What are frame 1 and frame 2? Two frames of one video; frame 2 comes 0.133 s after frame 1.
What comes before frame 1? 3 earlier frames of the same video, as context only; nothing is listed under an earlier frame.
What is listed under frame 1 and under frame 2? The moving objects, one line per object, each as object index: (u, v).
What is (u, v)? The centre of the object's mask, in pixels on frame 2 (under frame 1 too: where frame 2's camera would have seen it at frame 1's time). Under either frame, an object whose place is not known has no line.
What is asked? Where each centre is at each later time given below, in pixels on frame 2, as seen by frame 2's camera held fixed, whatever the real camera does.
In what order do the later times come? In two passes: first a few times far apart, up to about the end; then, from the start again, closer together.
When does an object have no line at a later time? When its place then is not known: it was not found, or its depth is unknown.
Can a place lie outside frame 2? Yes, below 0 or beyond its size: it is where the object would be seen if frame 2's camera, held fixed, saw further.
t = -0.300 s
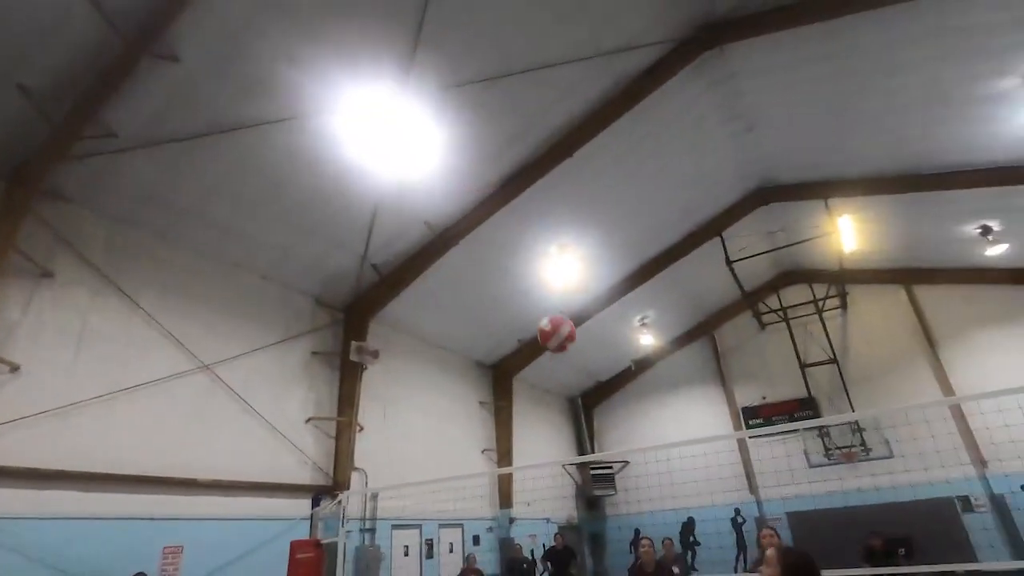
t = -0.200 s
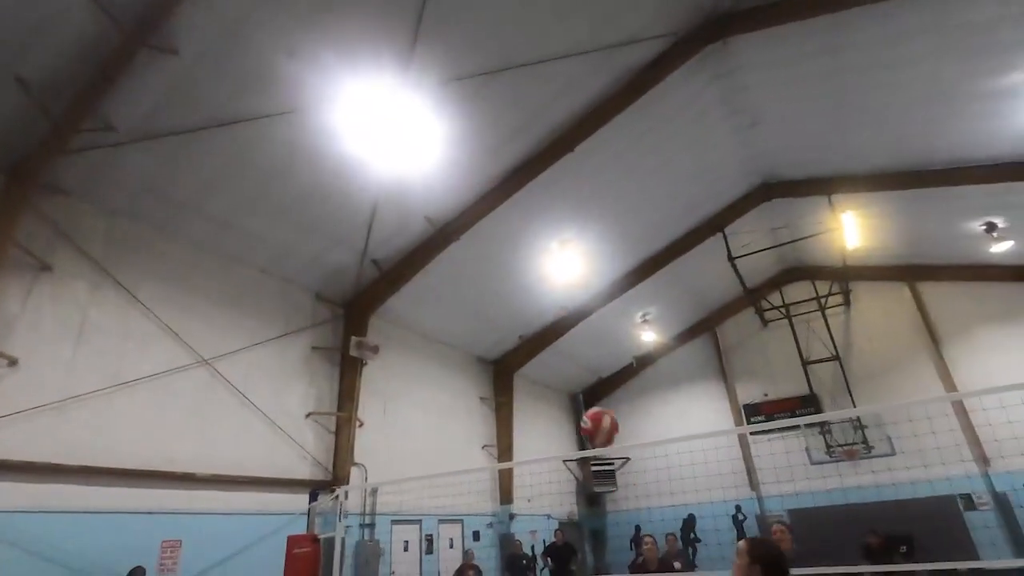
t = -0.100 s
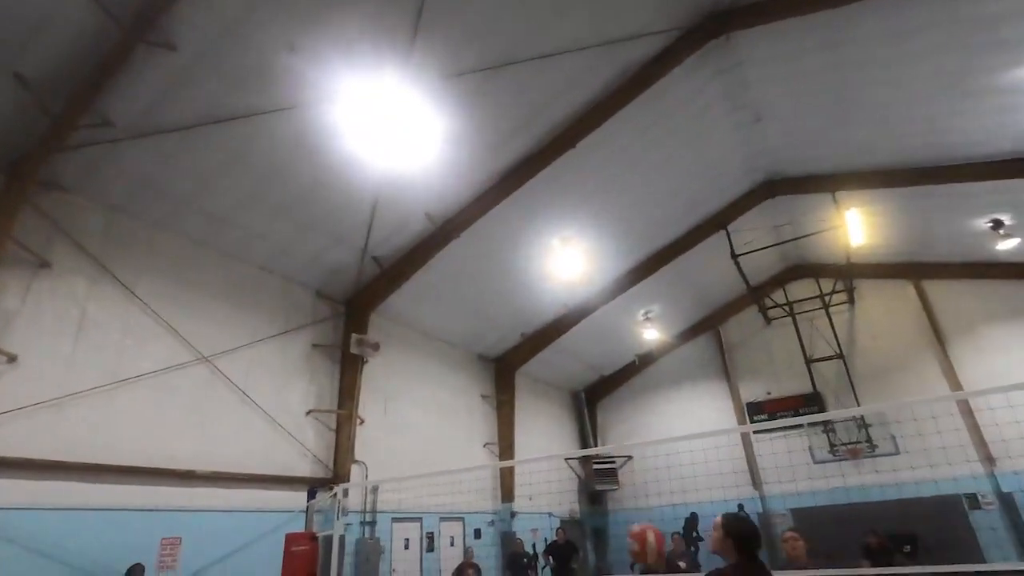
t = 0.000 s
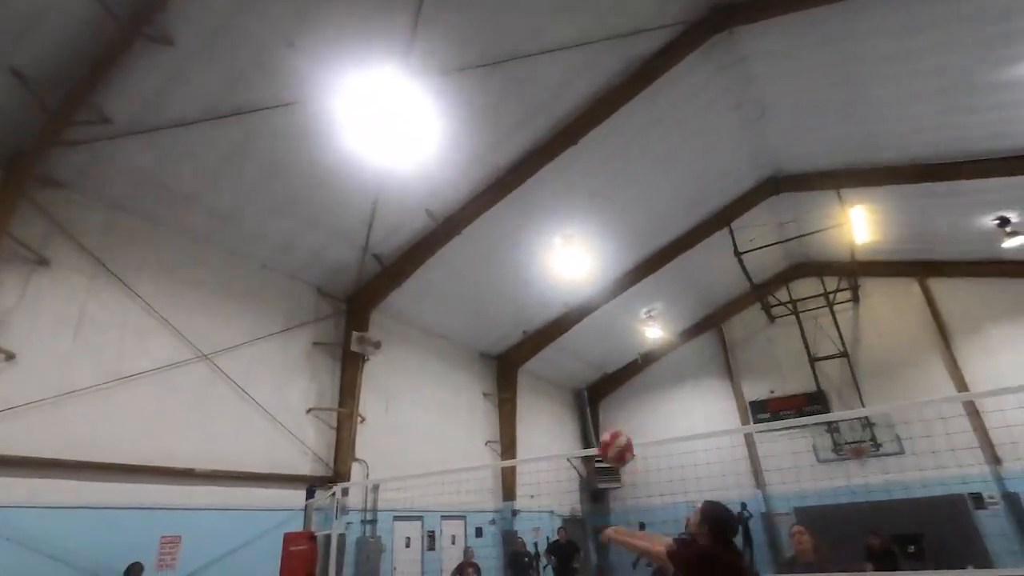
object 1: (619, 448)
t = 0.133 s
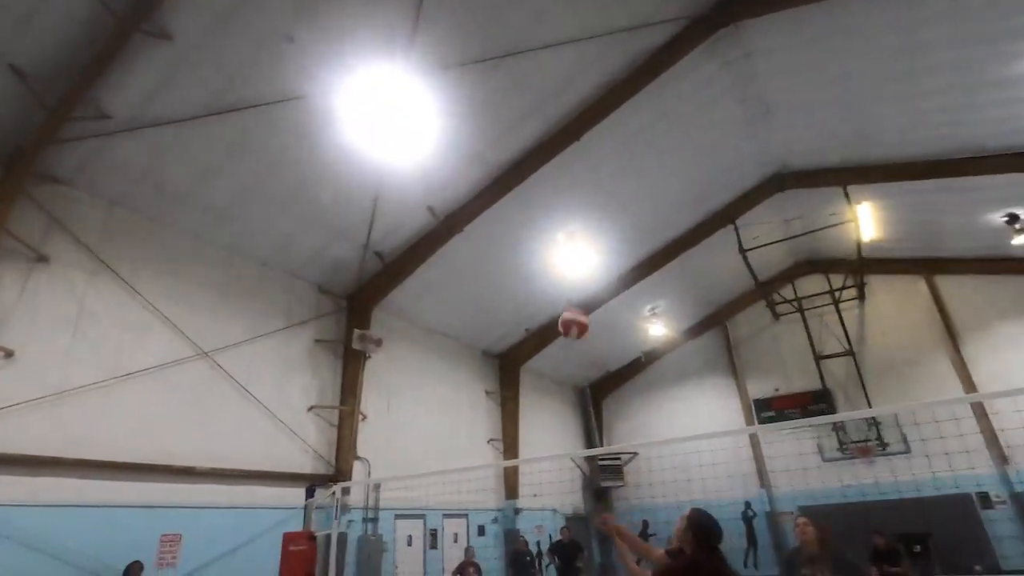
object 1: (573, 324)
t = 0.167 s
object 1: (565, 305)
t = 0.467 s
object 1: (515, 196)
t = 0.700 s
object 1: (492, 187)
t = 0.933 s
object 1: (471, 225)
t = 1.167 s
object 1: (451, 316)
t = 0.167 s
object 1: (565, 305)
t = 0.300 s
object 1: (533, 236)
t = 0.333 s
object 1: (529, 225)
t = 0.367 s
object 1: (527, 217)
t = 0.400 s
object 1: (523, 209)
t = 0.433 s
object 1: (519, 202)
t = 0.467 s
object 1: (515, 196)
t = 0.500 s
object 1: (511, 191)
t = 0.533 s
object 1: (507, 187)
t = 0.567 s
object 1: (504, 184)
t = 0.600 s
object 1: (500, 184)
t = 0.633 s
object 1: (498, 184)
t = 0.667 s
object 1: (495, 185)
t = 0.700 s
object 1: (492, 187)
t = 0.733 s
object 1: (489, 189)
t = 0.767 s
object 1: (486, 192)
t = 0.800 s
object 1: (484, 197)
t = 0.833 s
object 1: (480, 202)
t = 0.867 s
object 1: (477, 208)
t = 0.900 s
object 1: (474, 216)
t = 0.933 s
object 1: (471, 225)
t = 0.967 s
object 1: (469, 233)
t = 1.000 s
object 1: (467, 243)
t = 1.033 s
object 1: (464, 256)
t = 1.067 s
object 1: (461, 269)
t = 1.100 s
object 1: (457, 284)
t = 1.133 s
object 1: (454, 299)
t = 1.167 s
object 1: (451, 316)
